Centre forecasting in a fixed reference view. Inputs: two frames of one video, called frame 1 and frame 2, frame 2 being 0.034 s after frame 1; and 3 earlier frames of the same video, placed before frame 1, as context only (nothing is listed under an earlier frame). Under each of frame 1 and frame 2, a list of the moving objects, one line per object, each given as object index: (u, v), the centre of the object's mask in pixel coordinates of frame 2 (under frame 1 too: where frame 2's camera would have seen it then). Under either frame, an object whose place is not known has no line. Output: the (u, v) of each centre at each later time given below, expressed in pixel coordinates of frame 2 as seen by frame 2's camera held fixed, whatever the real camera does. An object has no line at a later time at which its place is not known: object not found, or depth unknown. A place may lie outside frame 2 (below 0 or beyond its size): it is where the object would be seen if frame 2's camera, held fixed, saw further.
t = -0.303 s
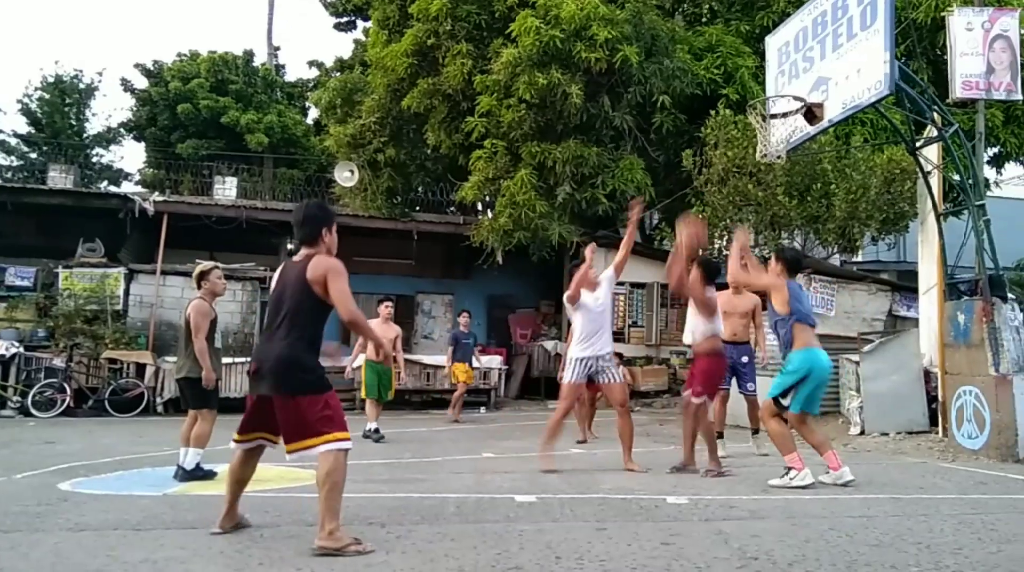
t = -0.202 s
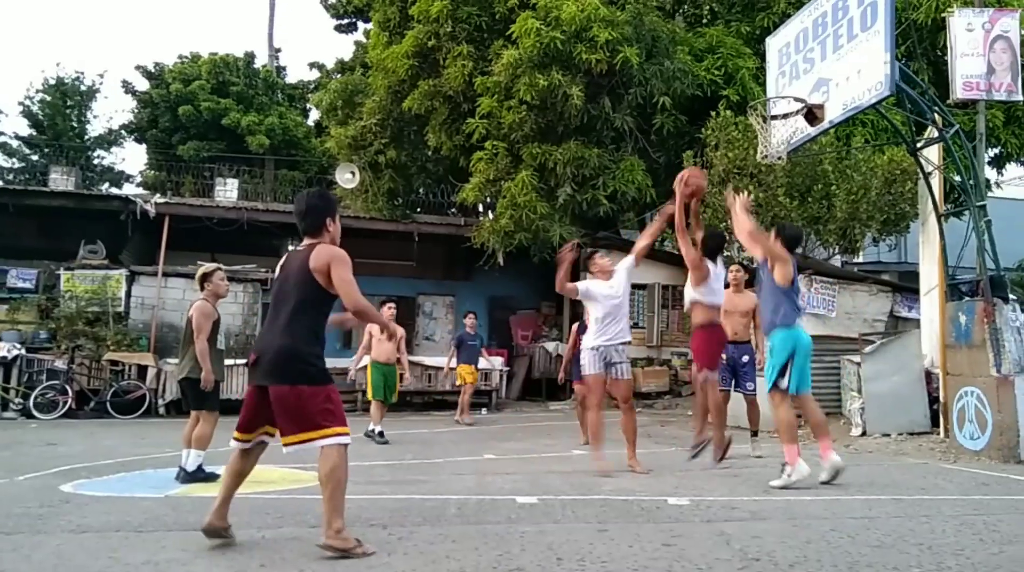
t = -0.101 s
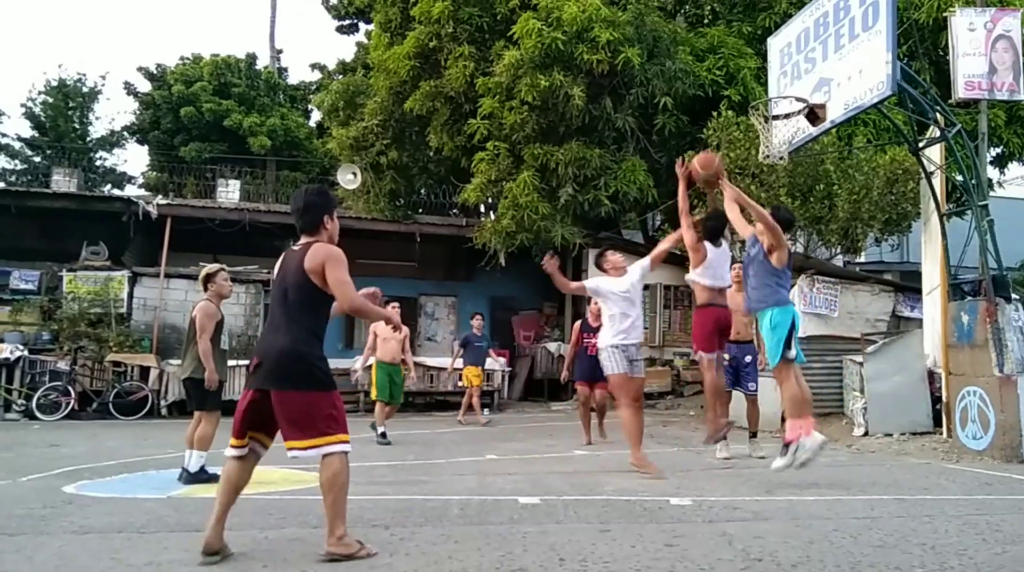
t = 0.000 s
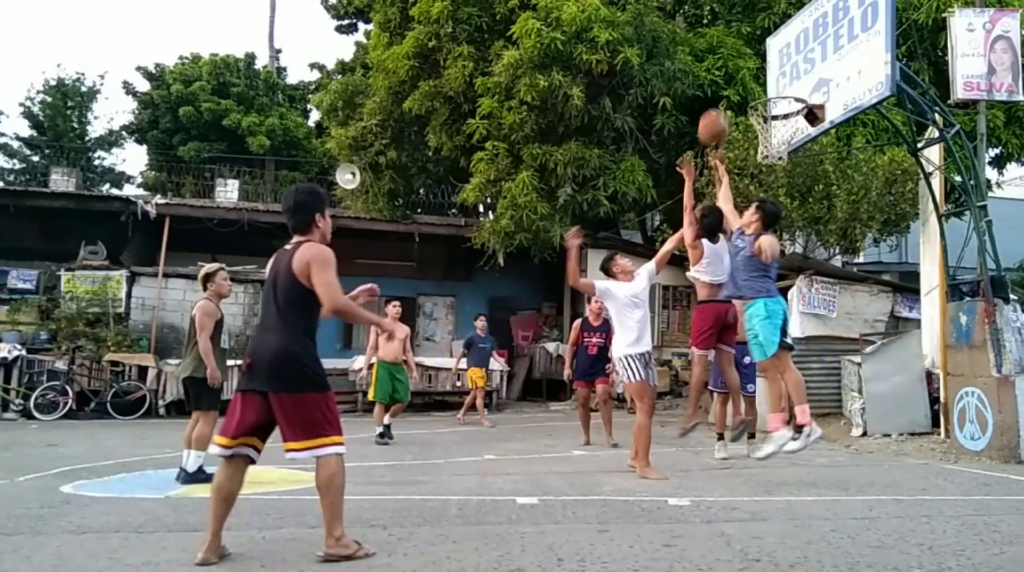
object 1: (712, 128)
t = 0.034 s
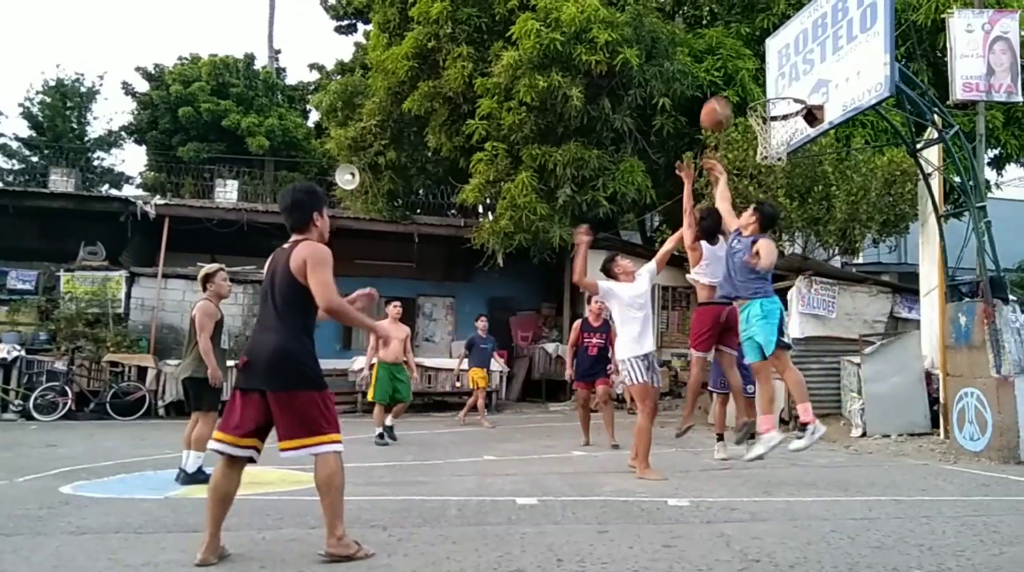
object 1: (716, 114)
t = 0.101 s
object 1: (722, 92)
